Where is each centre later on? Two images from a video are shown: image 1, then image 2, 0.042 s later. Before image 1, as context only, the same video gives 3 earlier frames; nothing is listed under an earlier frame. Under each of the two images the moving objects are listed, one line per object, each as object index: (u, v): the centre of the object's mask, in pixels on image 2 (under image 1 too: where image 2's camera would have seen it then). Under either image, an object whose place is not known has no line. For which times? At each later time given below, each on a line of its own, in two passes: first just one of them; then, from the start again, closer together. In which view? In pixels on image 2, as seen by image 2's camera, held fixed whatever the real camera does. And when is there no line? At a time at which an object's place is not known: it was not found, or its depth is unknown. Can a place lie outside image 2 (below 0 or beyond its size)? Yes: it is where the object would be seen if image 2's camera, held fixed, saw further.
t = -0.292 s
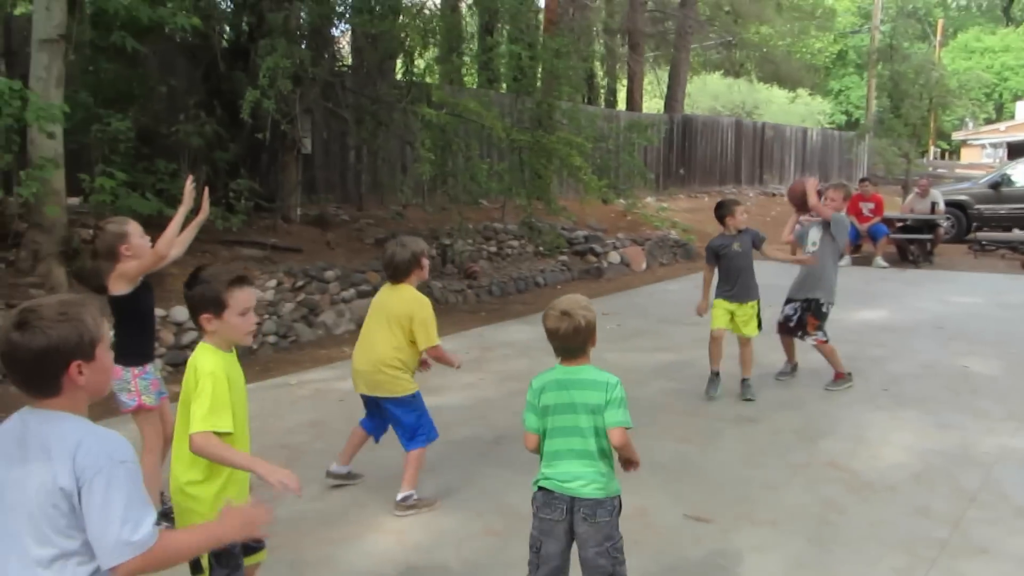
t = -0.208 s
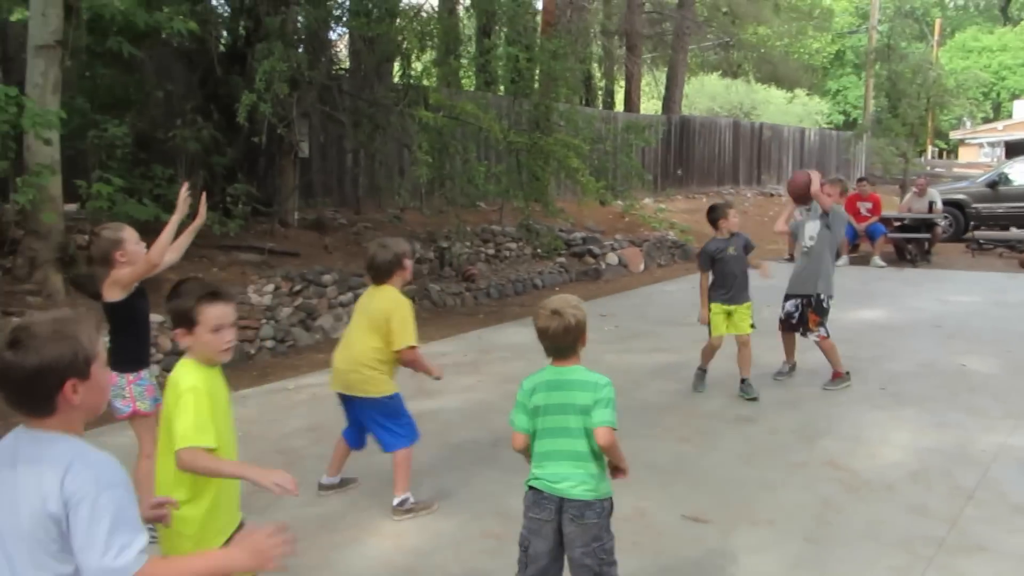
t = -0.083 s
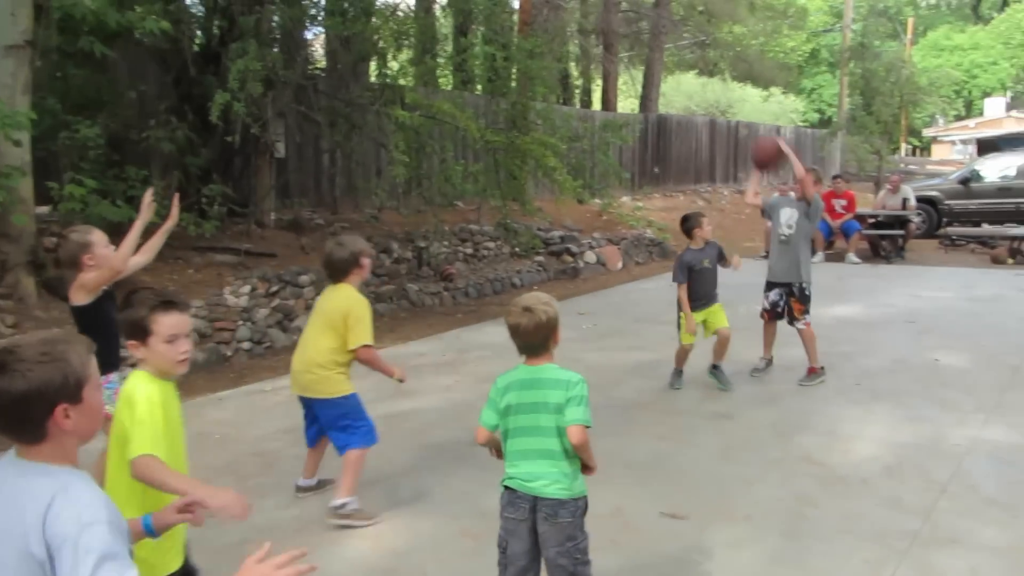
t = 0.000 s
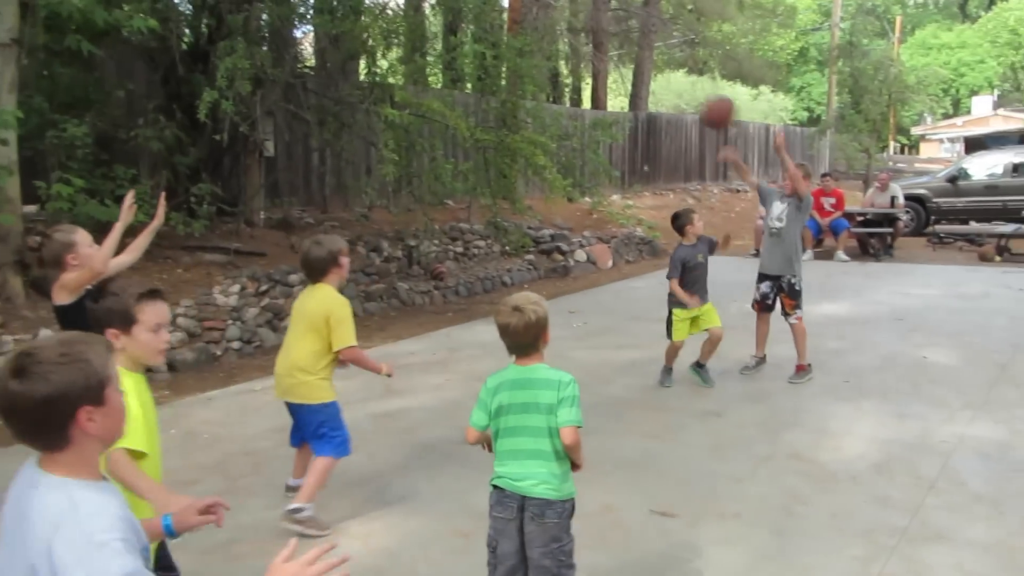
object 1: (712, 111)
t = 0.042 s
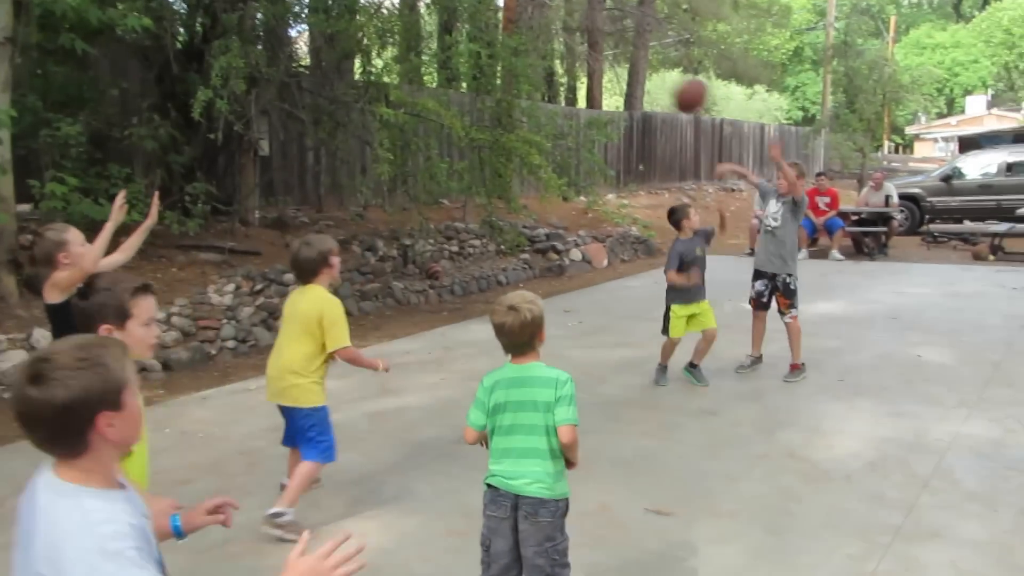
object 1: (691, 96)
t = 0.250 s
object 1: (549, 42)
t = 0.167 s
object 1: (610, 54)
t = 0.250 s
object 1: (549, 42)
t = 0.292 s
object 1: (514, 37)
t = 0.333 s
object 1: (475, 38)
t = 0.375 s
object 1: (436, 42)
